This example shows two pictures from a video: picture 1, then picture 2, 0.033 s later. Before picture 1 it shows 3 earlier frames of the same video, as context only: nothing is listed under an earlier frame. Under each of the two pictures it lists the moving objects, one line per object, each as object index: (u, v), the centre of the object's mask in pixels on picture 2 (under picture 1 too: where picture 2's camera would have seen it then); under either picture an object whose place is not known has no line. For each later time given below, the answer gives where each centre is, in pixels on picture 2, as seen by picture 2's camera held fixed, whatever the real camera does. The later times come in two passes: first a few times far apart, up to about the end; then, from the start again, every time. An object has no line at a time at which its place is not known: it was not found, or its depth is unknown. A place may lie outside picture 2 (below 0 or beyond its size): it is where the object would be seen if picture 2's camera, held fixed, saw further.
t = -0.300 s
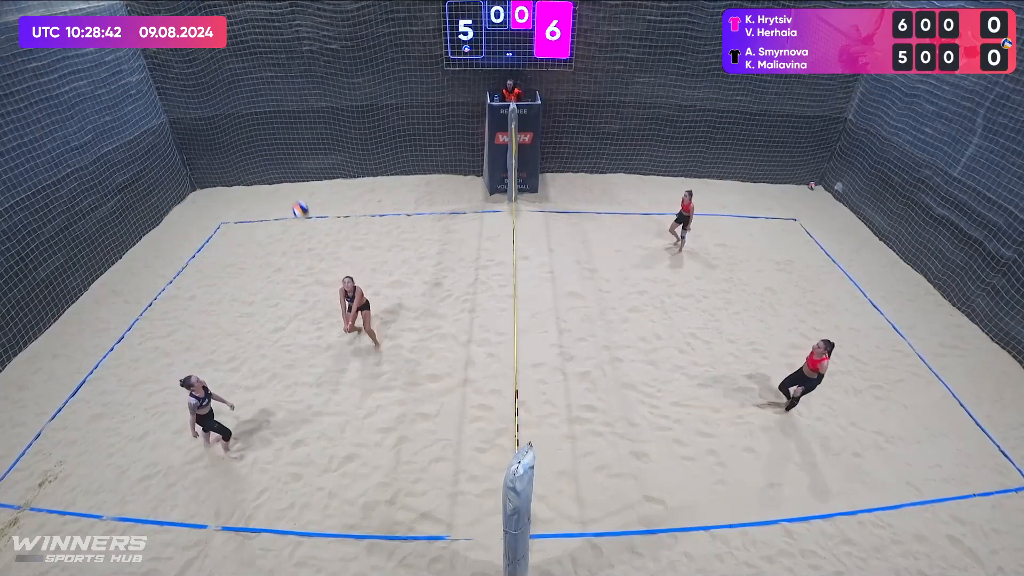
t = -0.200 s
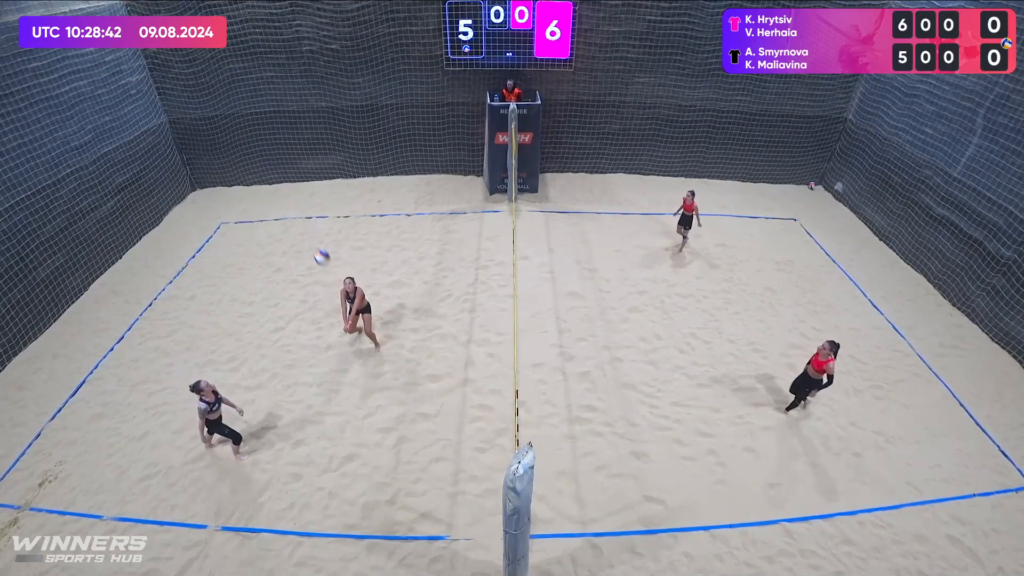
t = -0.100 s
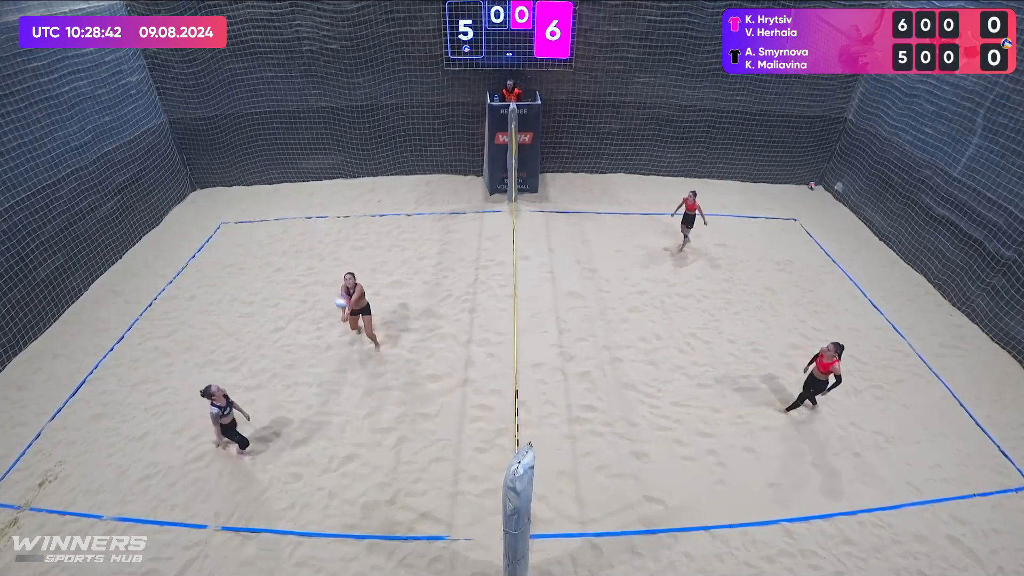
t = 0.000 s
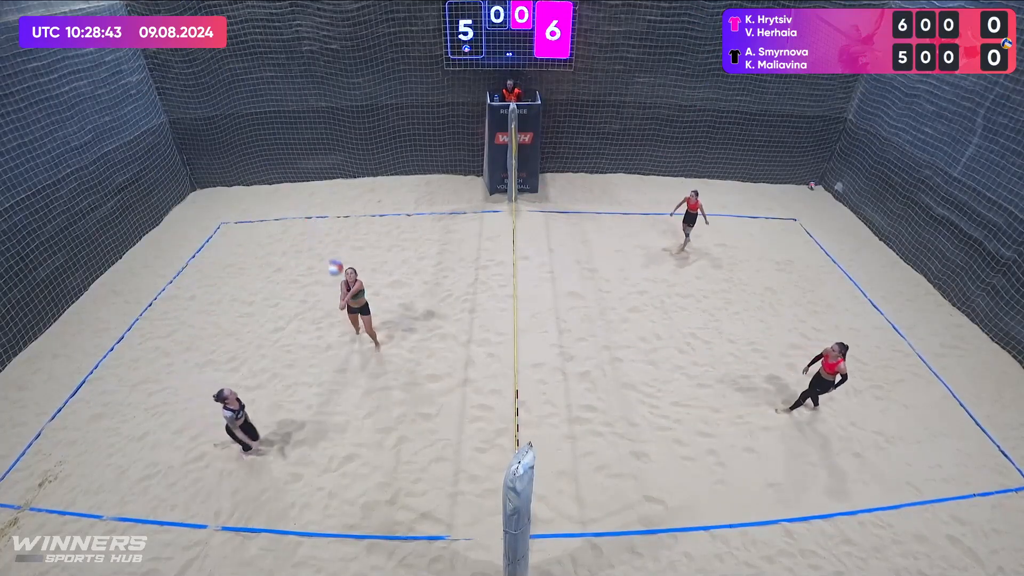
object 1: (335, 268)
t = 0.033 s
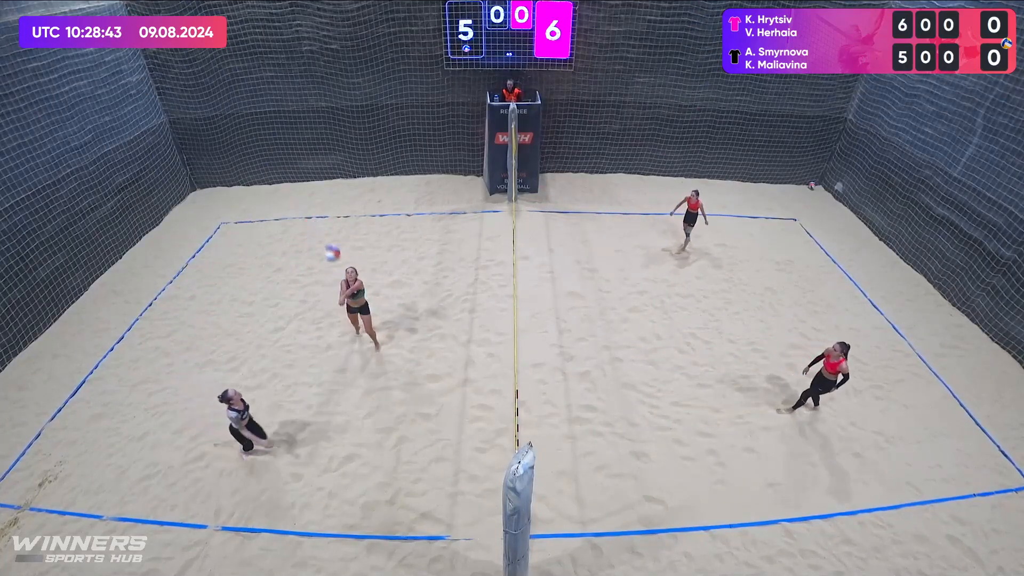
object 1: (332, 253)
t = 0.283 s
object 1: (312, 144)
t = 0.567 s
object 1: (306, 49)
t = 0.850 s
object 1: (321, 25)
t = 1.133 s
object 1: (359, 101)
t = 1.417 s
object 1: (410, 254)
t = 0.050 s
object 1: (331, 246)
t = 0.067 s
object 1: (329, 239)
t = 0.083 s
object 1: (328, 231)
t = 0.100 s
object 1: (326, 224)
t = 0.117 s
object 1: (324, 217)
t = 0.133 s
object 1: (323, 209)
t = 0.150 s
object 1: (322, 202)
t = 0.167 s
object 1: (320, 195)
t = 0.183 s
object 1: (319, 187)
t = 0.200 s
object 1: (317, 180)
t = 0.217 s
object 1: (316, 173)
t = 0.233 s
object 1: (315, 165)
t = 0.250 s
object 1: (314, 159)
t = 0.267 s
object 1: (313, 152)
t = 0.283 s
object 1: (312, 144)
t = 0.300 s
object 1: (311, 138)
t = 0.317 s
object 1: (310, 131)
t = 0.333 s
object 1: (309, 125)
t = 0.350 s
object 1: (308, 118)
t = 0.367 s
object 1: (308, 112)
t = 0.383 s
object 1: (307, 106)
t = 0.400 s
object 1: (307, 99)
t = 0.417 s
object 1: (306, 94)
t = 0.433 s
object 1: (306, 88)
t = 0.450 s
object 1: (306, 82)
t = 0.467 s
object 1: (305, 77)
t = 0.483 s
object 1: (305, 72)
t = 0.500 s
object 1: (305, 66)
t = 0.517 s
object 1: (305, 61)
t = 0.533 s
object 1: (306, 57)
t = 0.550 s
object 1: (306, 53)
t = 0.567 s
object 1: (306, 49)
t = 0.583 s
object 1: (307, 45)
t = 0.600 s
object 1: (307, 41)
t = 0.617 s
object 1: (307, 38)
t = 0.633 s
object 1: (308, 35)
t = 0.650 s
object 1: (308, 33)
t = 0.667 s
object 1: (309, 30)
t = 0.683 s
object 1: (310, 28)
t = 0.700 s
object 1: (311, 26)
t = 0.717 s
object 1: (312, 25)
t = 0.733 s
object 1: (312, 23)
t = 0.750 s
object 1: (313, 23)
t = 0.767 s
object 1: (315, 22)
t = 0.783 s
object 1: (316, 22)
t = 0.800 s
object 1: (317, 22)
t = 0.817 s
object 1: (318, 23)
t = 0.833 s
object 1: (320, 24)
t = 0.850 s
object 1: (321, 25)
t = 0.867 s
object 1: (323, 26)
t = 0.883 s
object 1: (325, 28)
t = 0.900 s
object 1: (327, 30)
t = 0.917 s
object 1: (328, 33)
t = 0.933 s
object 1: (330, 36)
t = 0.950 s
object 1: (333, 40)
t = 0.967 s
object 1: (335, 44)
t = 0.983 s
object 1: (337, 48)
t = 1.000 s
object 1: (339, 53)
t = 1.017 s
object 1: (342, 58)
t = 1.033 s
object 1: (344, 63)
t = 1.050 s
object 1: (346, 68)
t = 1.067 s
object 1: (349, 74)
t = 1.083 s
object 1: (352, 81)
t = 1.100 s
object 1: (354, 87)
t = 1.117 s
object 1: (357, 94)
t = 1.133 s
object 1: (359, 101)
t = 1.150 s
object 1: (362, 108)
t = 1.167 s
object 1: (365, 116)
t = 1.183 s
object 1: (368, 125)
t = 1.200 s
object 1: (371, 133)
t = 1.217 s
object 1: (374, 141)
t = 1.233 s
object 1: (377, 150)
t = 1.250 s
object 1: (379, 159)
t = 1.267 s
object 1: (382, 167)
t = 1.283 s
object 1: (385, 176)
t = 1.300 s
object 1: (388, 185)
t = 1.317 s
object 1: (391, 195)
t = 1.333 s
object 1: (395, 205)
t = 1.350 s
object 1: (398, 214)
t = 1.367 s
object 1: (401, 225)
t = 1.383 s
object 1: (404, 234)
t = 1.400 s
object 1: (407, 244)
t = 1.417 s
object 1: (410, 254)
